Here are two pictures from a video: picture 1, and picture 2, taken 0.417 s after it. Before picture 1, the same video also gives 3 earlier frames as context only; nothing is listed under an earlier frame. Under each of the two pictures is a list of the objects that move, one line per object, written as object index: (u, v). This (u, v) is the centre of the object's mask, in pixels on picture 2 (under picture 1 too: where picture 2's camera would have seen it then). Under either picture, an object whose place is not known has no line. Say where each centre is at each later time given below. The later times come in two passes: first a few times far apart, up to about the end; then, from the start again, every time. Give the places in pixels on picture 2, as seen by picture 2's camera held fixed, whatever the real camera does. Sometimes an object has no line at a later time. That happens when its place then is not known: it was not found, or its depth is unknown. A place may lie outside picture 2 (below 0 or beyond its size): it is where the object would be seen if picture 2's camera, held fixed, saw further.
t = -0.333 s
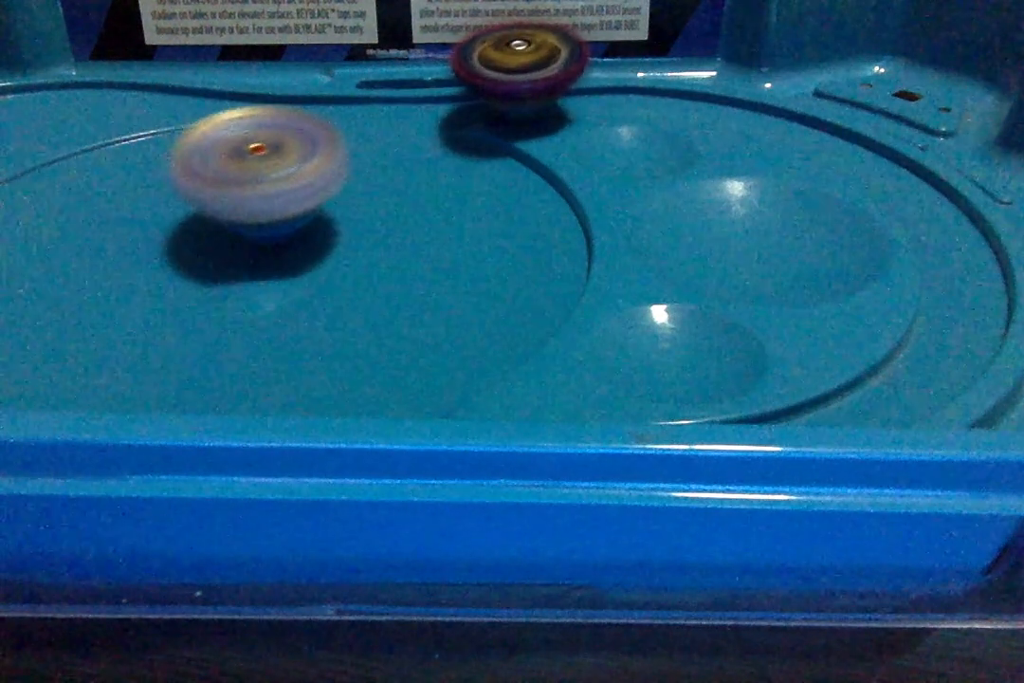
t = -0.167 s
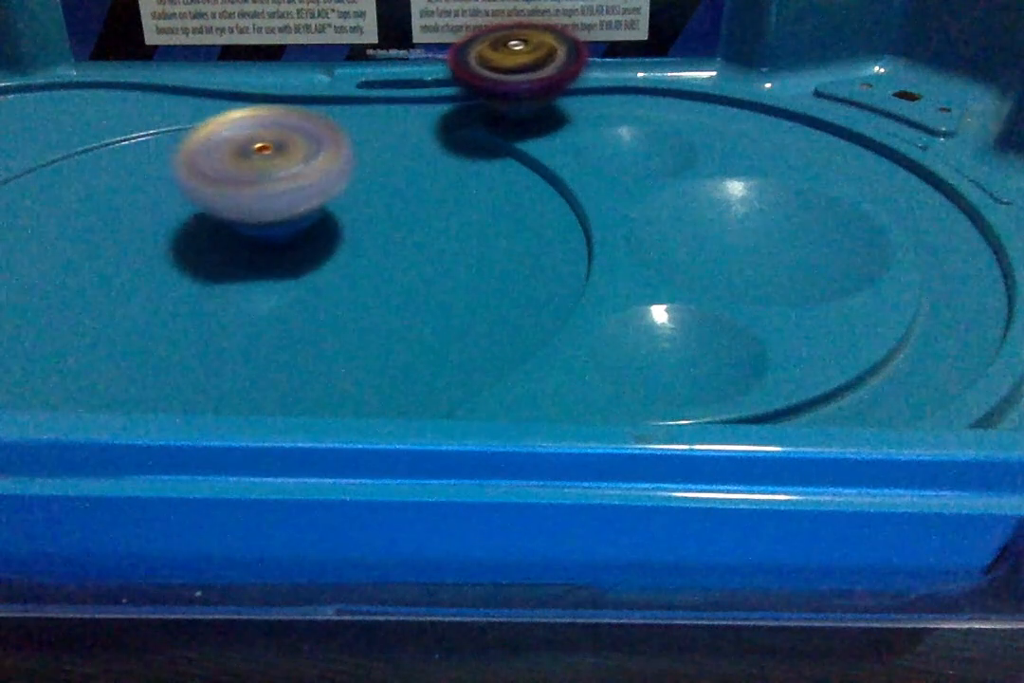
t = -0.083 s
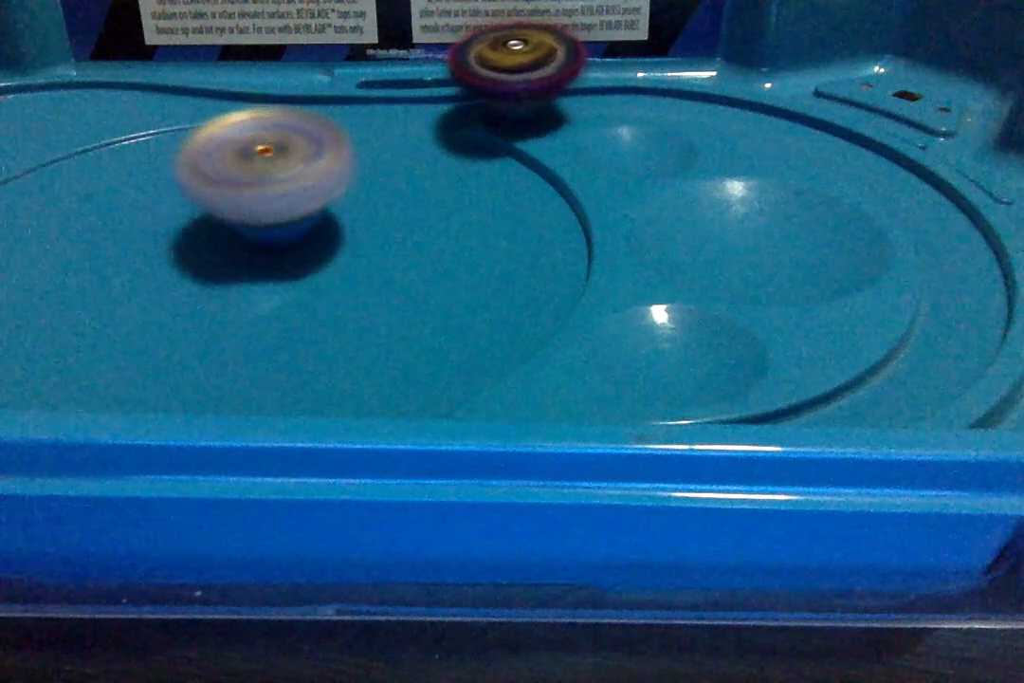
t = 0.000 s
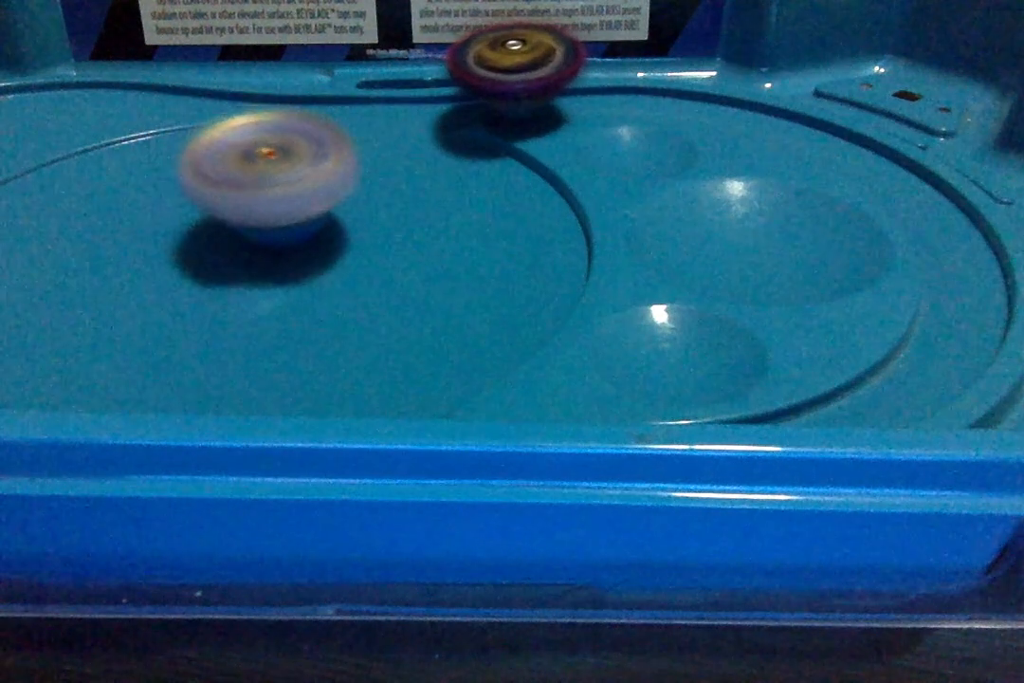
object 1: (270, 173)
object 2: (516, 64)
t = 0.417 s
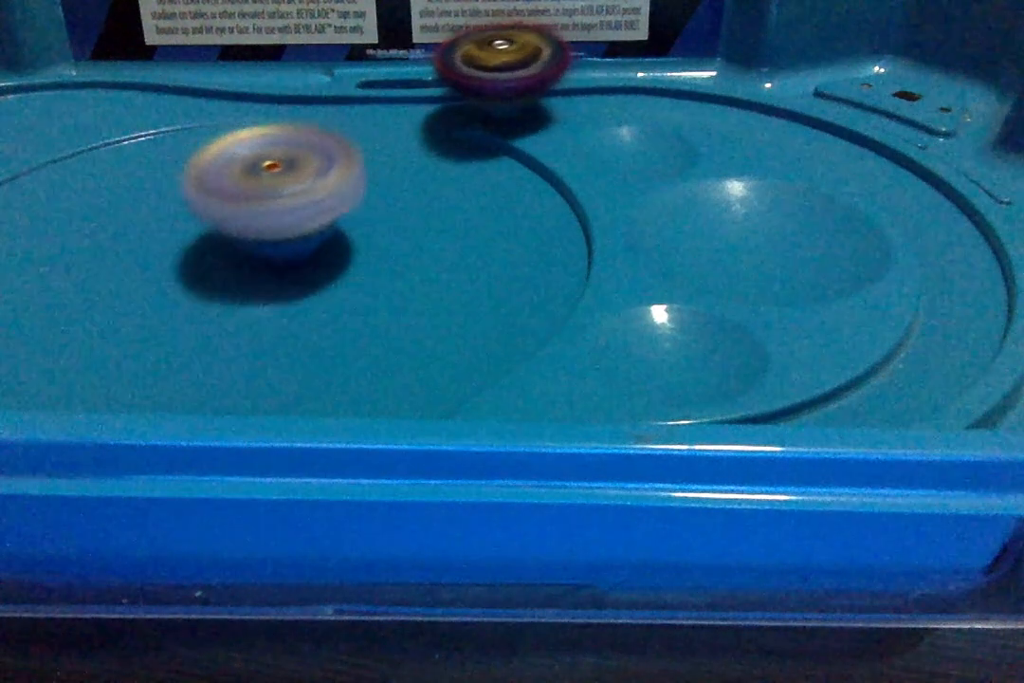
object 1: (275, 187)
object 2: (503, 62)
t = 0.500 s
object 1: (276, 190)
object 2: (498, 63)
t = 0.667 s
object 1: (268, 193)
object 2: (493, 64)
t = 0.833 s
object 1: (266, 193)
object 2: (487, 63)
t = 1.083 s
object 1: (238, 191)
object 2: (478, 64)
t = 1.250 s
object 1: (225, 190)
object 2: (476, 66)
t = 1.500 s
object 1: (208, 187)
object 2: (474, 63)
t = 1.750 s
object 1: (212, 186)
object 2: (461, 62)
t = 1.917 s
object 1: (225, 181)
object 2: (450, 61)
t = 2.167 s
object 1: (248, 172)
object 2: (440, 60)
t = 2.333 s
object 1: (252, 168)
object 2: (433, 59)
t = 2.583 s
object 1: (256, 172)
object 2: (413, 62)
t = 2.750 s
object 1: (228, 195)
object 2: (360, 102)
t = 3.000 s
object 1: (91, 259)
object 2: (359, 158)
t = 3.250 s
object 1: (107, 293)
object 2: (260, 194)
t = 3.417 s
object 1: (197, 259)
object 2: (213, 161)
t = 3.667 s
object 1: (277, 194)
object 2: (220, 126)
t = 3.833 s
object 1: (317, 185)
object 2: (293, 91)
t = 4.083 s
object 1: (355, 213)
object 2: (268, 115)
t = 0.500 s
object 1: (276, 190)
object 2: (498, 63)
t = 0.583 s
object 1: (273, 192)
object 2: (495, 63)
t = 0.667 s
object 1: (268, 193)
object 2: (493, 64)
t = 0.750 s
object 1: (269, 194)
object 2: (490, 63)
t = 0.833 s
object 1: (266, 193)
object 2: (487, 63)
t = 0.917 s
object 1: (254, 191)
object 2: (485, 64)
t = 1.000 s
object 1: (242, 191)
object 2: (480, 63)
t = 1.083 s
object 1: (238, 191)
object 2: (478, 64)
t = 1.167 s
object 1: (232, 191)
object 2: (475, 64)
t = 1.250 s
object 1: (225, 190)
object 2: (476, 66)
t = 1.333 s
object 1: (219, 188)
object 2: (476, 64)
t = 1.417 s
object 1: (213, 188)
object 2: (476, 66)
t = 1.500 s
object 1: (208, 187)
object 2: (474, 63)
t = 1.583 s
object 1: (208, 187)
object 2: (471, 63)
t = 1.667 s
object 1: (208, 187)
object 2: (465, 62)
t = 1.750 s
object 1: (212, 186)
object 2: (461, 62)
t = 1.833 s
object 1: (218, 184)
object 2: (456, 62)
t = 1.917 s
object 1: (225, 181)
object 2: (450, 61)
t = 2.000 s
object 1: (232, 179)
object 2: (446, 60)
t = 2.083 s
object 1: (239, 175)
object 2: (443, 60)
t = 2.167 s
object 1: (248, 172)
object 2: (440, 60)
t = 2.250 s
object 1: (252, 169)
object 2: (436, 60)
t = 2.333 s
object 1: (252, 168)
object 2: (433, 59)
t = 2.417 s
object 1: (252, 169)
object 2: (430, 59)
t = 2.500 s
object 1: (252, 170)
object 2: (425, 60)
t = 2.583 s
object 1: (256, 172)
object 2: (413, 62)
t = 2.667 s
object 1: (262, 176)
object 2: (375, 84)
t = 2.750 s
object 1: (228, 195)
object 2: (360, 102)
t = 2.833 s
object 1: (163, 220)
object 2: (364, 109)
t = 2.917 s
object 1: (121, 238)
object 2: (368, 125)
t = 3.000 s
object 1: (91, 259)
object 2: (359, 158)
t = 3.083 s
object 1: (80, 279)
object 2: (335, 182)
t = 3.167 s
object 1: (88, 290)
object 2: (290, 196)
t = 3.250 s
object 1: (107, 293)
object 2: (260, 194)
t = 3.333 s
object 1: (151, 284)
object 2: (232, 187)
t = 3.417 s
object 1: (197, 259)
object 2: (213, 161)
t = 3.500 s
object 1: (230, 230)
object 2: (208, 143)
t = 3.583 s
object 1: (241, 203)
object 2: (211, 125)
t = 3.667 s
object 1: (277, 194)
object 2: (220, 126)
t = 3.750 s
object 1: (304, 185)
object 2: (259, 103)
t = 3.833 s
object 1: (317, 185)
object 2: (293, 91)
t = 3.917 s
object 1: (335, 199)
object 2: (297, 82)
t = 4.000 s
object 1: (349, 207)
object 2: (291, 91)
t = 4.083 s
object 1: (355, 213)
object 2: (268, 115)
